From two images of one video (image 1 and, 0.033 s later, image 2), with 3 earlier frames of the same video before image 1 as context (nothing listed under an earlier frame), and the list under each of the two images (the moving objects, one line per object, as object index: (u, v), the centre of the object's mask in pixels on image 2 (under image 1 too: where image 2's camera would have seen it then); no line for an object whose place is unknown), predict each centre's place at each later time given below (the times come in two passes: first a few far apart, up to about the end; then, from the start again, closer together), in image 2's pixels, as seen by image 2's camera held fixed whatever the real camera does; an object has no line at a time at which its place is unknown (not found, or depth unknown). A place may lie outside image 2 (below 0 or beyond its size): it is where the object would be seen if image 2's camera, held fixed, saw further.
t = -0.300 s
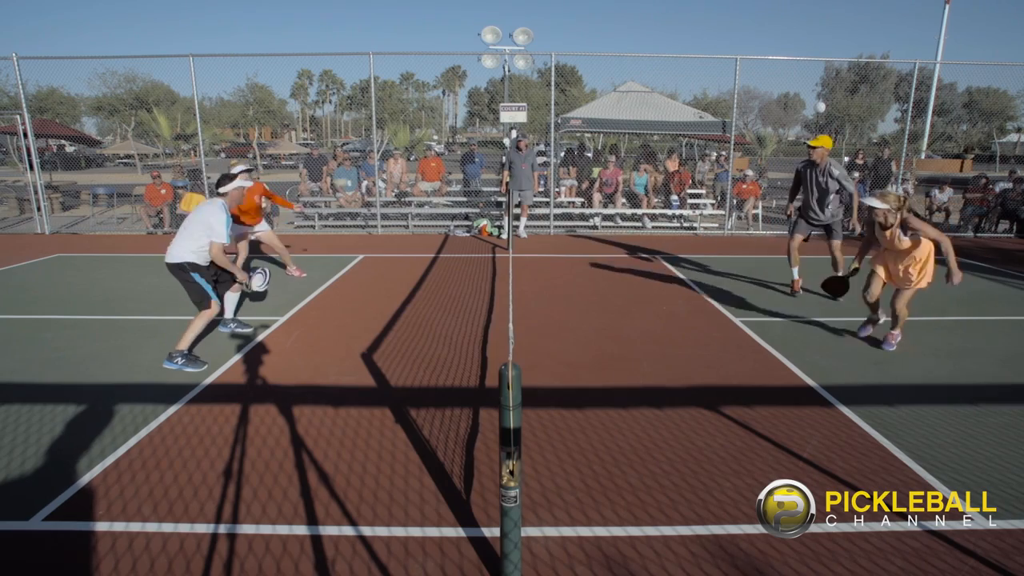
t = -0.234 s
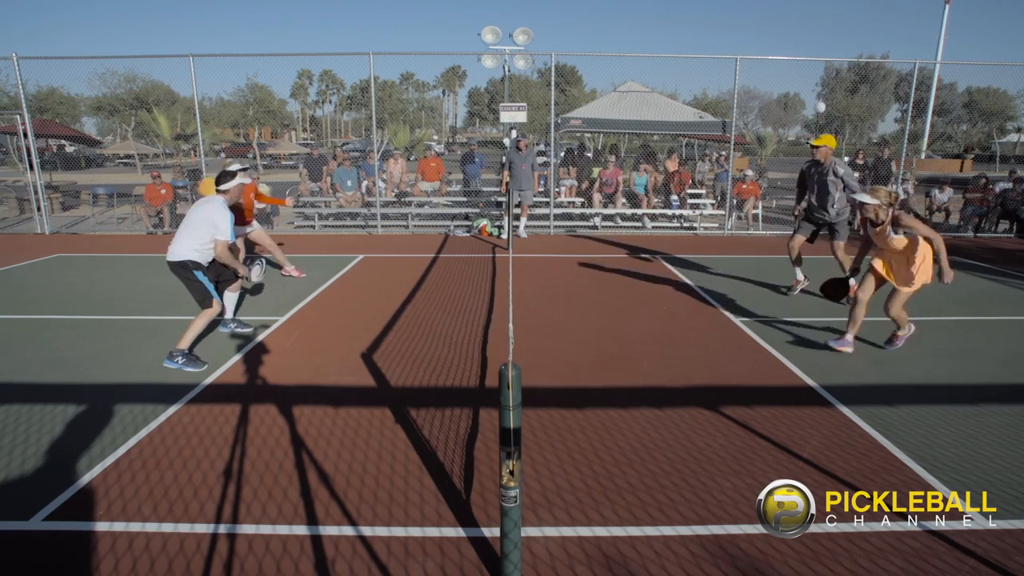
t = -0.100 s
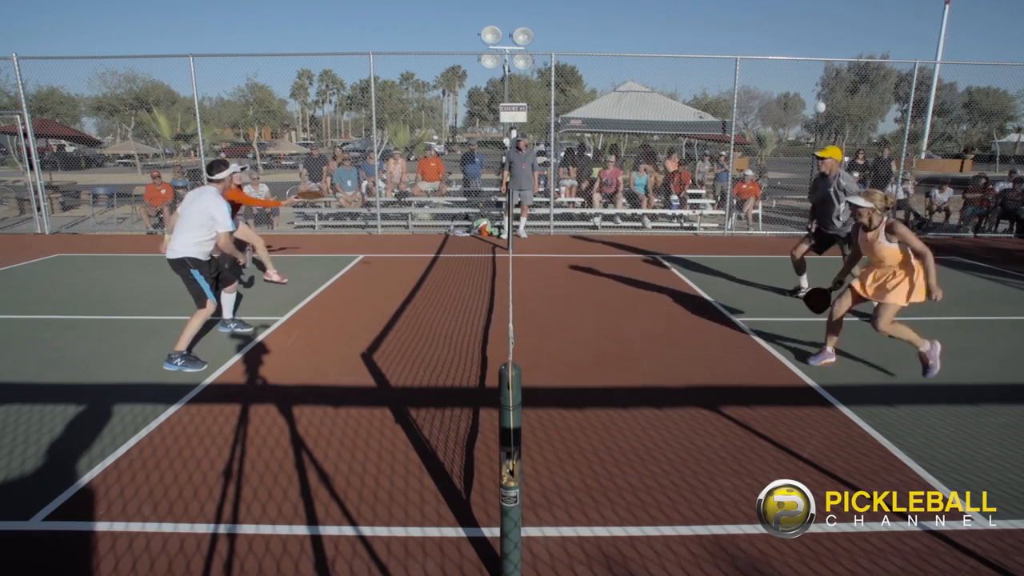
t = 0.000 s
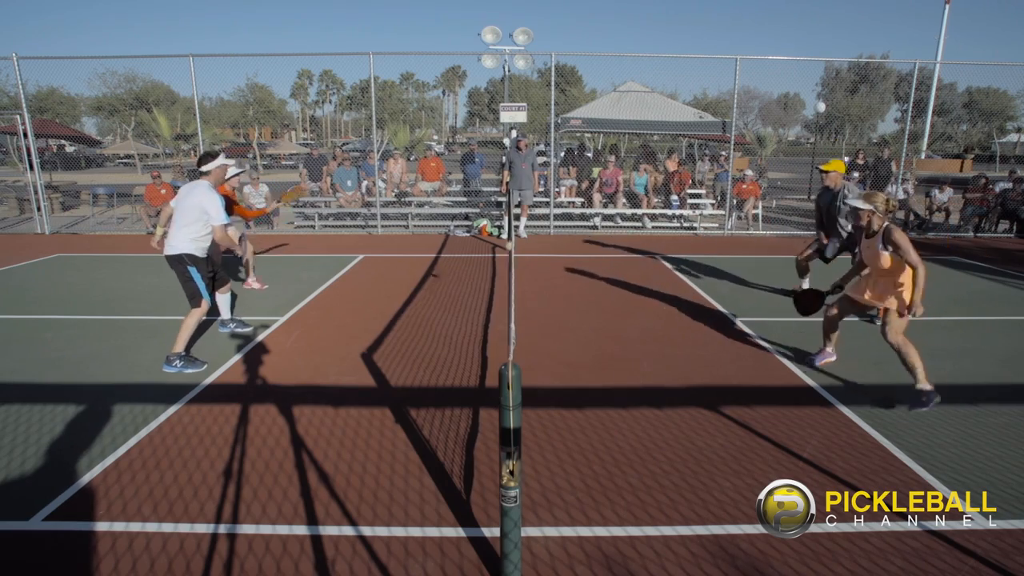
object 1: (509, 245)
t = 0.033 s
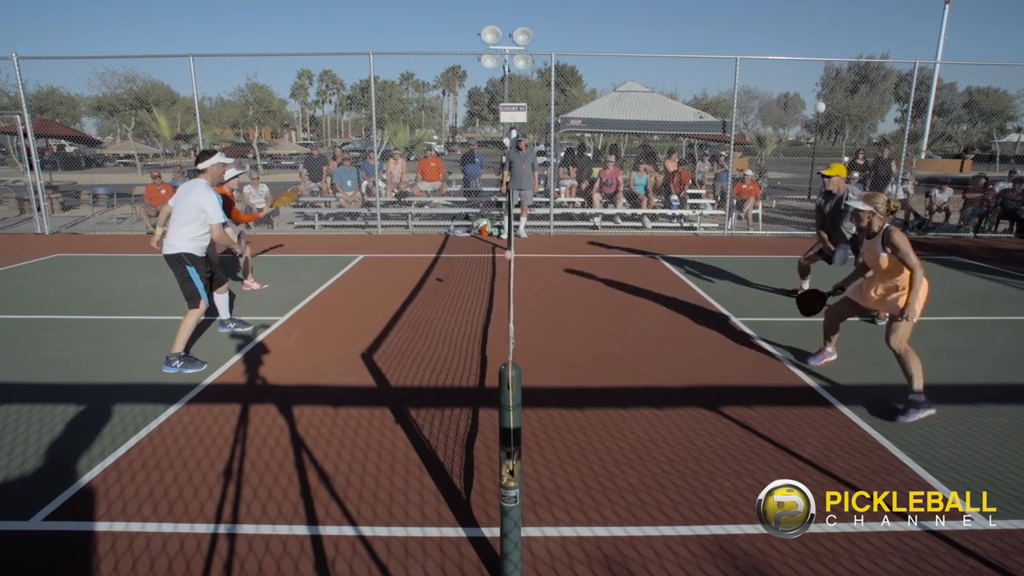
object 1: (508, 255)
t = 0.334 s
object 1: (490, 296)
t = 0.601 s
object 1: (461, 282)
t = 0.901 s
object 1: (430, 317)
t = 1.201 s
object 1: (401, 324)
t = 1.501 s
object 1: (374, 329)
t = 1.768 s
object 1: (353, 336)
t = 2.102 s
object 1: (327, 340)
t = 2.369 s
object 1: (307, 344)
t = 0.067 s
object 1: (507, 265)
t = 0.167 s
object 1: (504, 302)
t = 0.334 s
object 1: (490, 296)
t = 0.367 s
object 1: (487, 290)
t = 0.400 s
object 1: (483, 285)
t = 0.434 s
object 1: (479, 281)
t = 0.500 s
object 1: (472, 277)
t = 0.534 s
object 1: (468, 278)
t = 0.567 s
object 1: (464, 279)
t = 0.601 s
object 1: (461, 282)
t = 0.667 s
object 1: (453, 290)
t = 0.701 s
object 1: (450, 296)
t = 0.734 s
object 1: (446, 303)
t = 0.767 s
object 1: (443, 312)
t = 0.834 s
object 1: (435, 328)
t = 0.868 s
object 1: (433, 322)
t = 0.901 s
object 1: (430, 317)
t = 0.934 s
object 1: (427, 313)
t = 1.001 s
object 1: (420, 309)
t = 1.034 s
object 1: (418, 307)
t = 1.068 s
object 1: (414, 308)
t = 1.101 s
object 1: (412, 310)
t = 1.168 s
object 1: (406, 318)
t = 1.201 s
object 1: (401, 324)
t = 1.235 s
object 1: (399, 331)
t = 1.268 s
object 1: (397, 333)
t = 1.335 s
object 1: (387, 326)
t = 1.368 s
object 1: (384, 325)
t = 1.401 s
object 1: (381, 325)
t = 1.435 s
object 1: (378, 325)
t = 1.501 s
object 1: (374, 329)
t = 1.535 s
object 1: (372, 334)
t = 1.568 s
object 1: (371, 339)
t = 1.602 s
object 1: (367, 336)
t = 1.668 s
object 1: (360, 332)
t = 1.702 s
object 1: (357, 332)
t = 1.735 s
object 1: (355, 334)
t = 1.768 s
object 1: (353, 336)
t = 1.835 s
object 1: (348, 339)
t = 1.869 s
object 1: (345, 337)
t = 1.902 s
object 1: (342, 337)
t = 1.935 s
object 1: (339, 337)
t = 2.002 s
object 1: (335, 342)
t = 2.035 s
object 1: (332, 341)
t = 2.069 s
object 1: (330, 340)
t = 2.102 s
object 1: (327, 340)
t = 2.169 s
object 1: (322, 343)
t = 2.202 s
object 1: (319, 342)
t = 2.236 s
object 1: (317, 342)
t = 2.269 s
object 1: (314, 343)
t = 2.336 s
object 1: (310, 343)
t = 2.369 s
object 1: (307, 344)
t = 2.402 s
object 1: (305, 344)
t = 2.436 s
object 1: (302, 344)
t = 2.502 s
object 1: (298, 345)
